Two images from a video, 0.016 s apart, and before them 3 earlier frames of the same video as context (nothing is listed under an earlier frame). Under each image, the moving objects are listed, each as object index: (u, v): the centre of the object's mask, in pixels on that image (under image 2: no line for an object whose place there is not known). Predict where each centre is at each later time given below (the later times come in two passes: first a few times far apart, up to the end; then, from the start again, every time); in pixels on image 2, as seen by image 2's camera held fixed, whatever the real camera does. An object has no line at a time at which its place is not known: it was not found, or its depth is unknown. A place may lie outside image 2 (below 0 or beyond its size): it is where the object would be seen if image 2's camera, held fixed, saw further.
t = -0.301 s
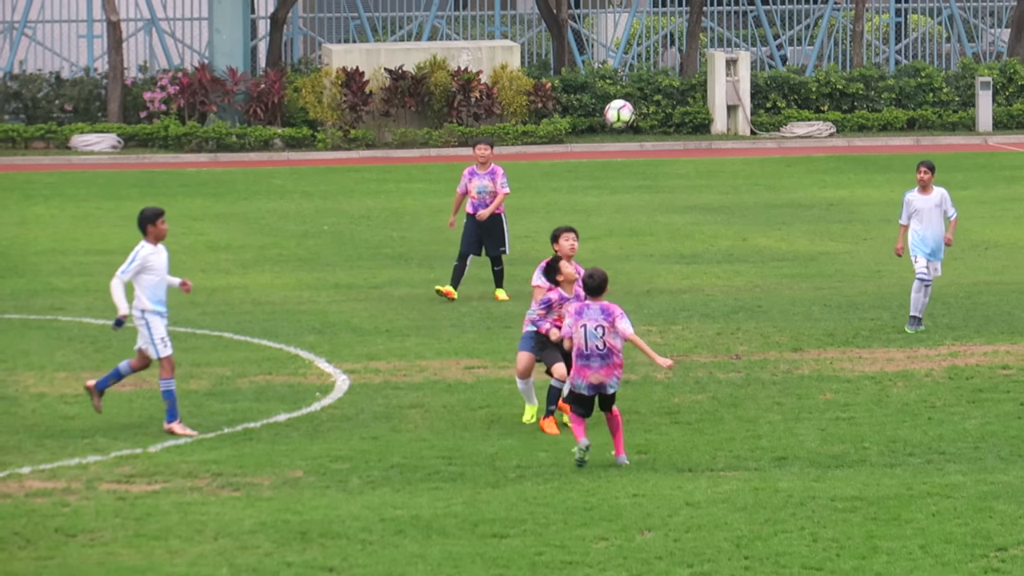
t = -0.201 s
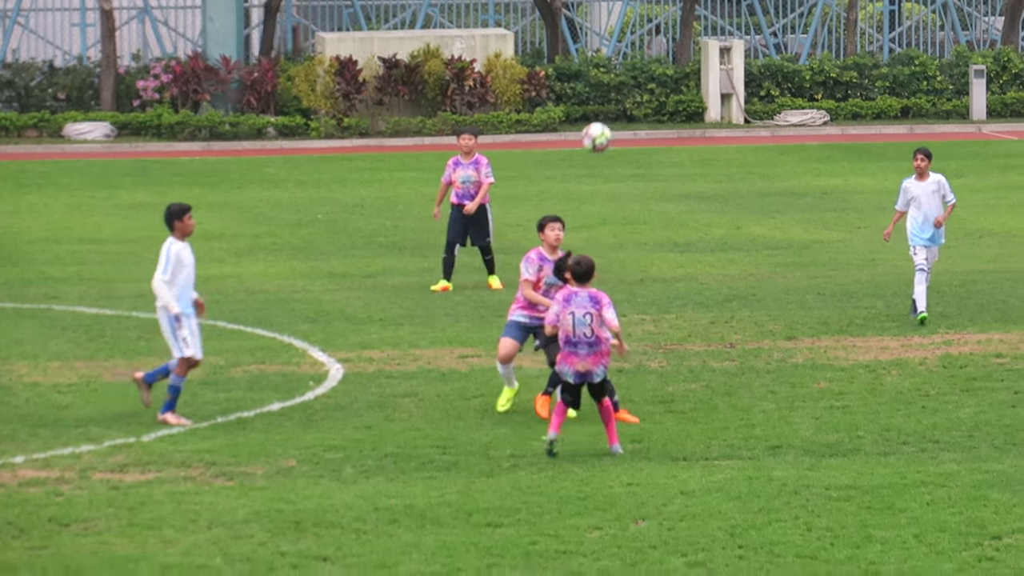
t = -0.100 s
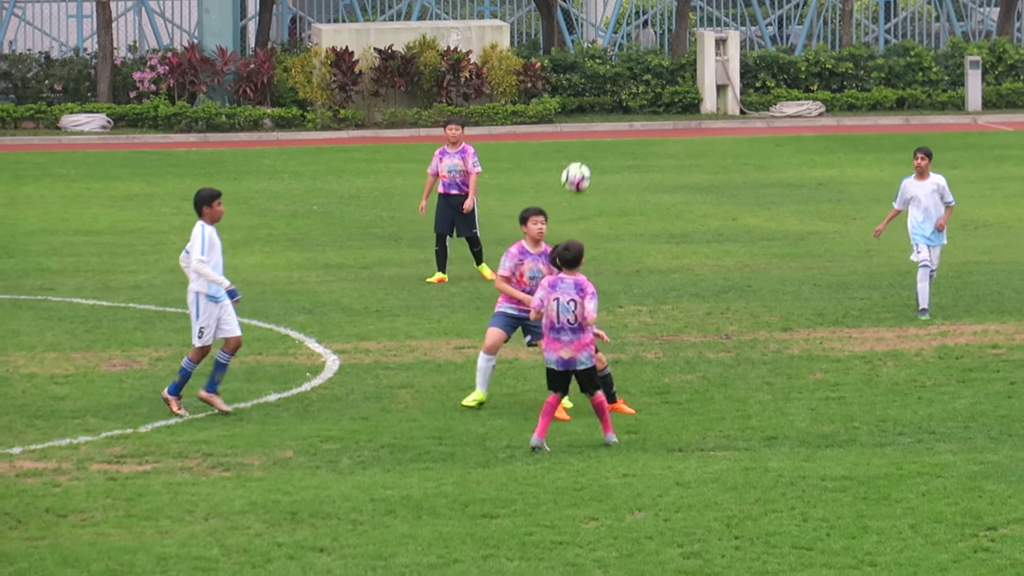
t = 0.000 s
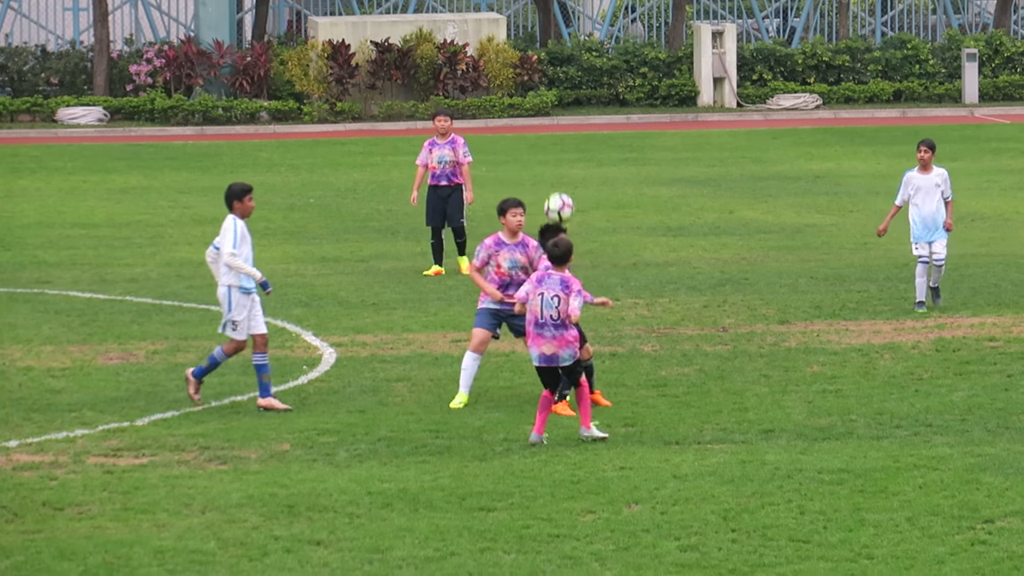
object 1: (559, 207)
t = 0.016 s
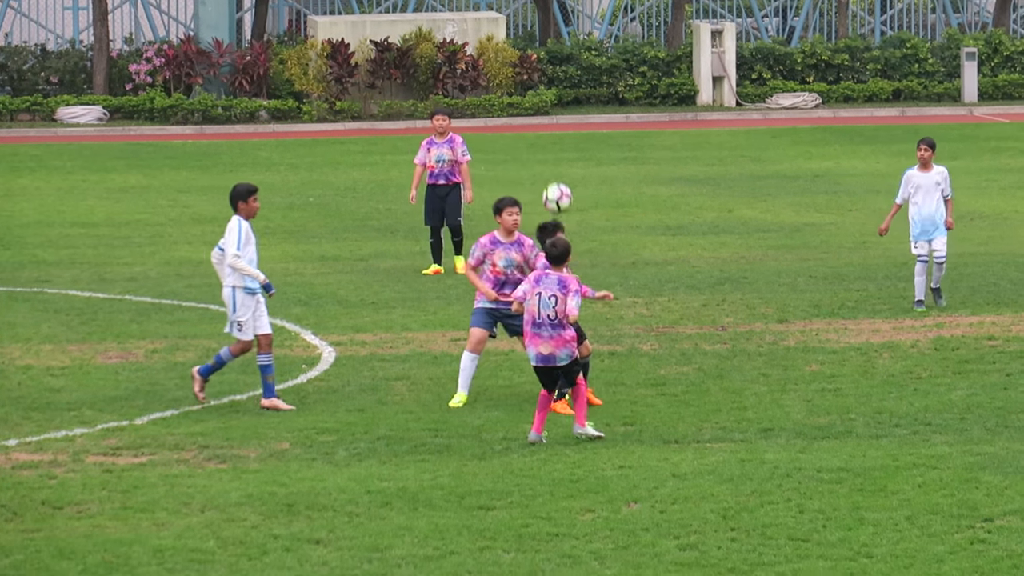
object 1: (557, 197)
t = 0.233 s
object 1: (547, 115)
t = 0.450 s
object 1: (539, 92)
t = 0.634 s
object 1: (532, 122)
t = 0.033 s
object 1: (556, 189)
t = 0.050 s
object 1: (555, 181)
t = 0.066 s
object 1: (554, 173)
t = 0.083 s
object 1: (554, 165)
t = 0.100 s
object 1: (553, 158)
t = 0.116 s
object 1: (552, 152)
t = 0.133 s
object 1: (551, 146)
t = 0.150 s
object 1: (551, 139)
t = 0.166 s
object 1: (550, 134)
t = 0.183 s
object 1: (549, 129)
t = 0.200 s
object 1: (548, 124)
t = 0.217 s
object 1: (548, 119)
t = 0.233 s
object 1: (547, 115)
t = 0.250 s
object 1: (546, 111)
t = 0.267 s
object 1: (546, 107)
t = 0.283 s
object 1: (545, 104)
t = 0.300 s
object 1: (544, 102)
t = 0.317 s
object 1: (543, 99)
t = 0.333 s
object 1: (543, 97)
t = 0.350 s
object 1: (542, 95)
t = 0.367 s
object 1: (542, 94)
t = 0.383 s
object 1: (541, 93)
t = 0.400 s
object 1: (540, 92)
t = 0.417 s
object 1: (540, 92)
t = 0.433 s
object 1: (539, 91)
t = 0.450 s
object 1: (539, 92)
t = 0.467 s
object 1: (538, 93)
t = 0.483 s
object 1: (537, 94)
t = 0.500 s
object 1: (537, 95)
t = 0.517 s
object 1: (536, 98)
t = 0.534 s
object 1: (536, 100)
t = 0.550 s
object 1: (535, 102)
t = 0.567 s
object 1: (534, 106)
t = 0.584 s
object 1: (534, 109)
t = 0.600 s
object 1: (533, 113)
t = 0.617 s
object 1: (533, 117)
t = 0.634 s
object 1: (532, 122)
